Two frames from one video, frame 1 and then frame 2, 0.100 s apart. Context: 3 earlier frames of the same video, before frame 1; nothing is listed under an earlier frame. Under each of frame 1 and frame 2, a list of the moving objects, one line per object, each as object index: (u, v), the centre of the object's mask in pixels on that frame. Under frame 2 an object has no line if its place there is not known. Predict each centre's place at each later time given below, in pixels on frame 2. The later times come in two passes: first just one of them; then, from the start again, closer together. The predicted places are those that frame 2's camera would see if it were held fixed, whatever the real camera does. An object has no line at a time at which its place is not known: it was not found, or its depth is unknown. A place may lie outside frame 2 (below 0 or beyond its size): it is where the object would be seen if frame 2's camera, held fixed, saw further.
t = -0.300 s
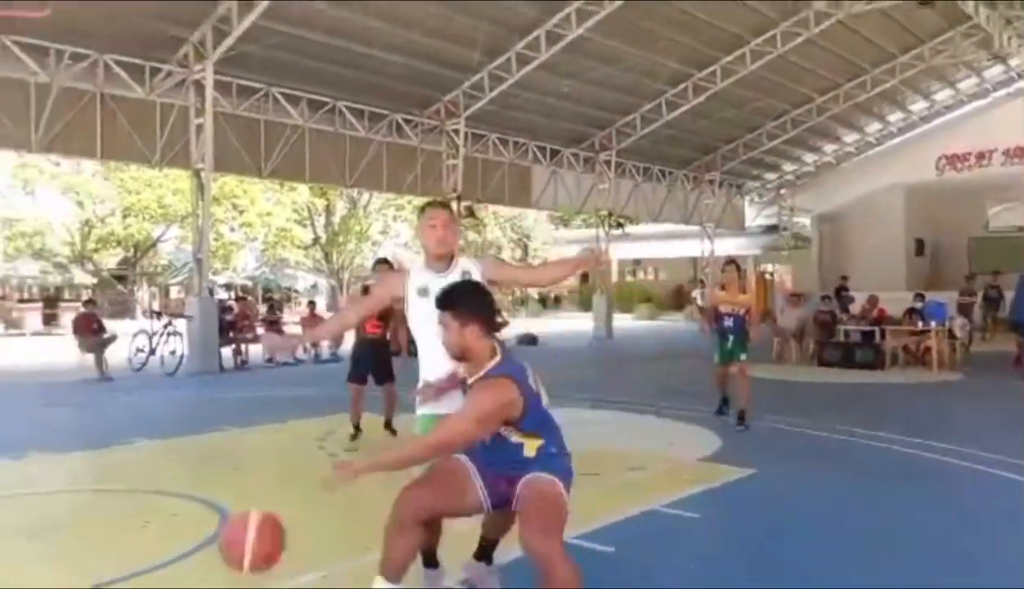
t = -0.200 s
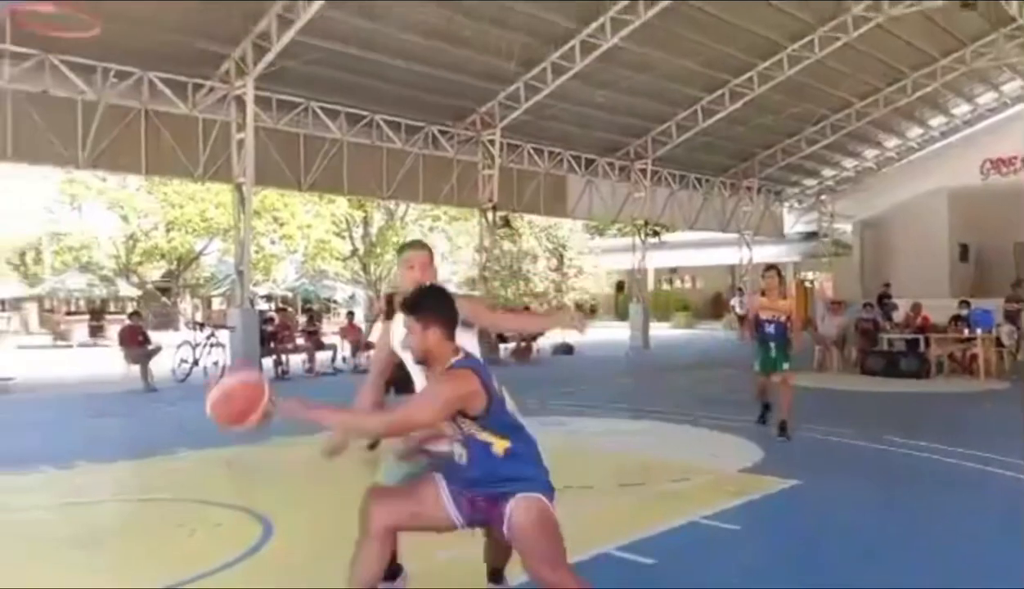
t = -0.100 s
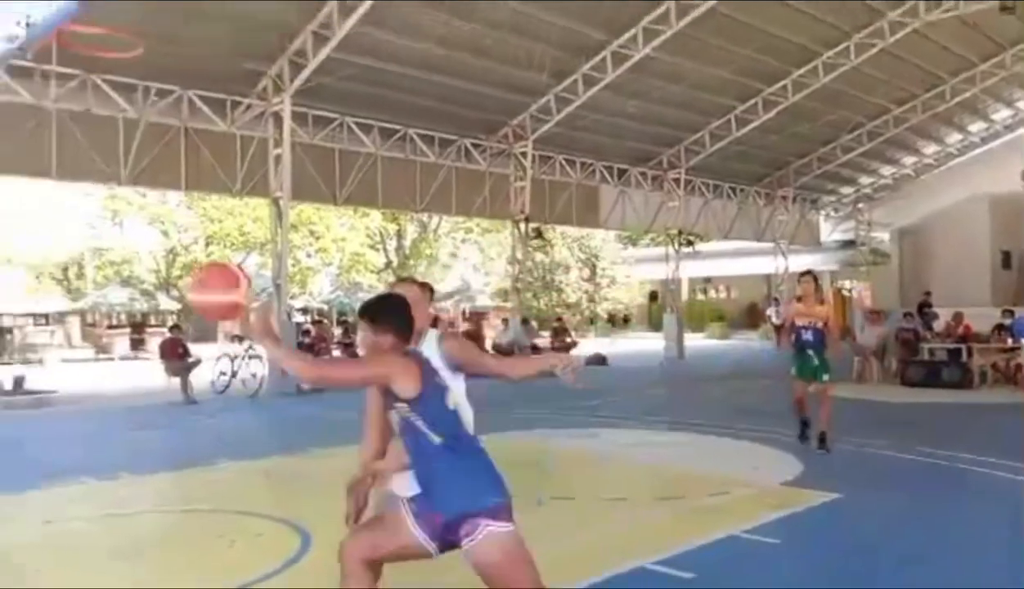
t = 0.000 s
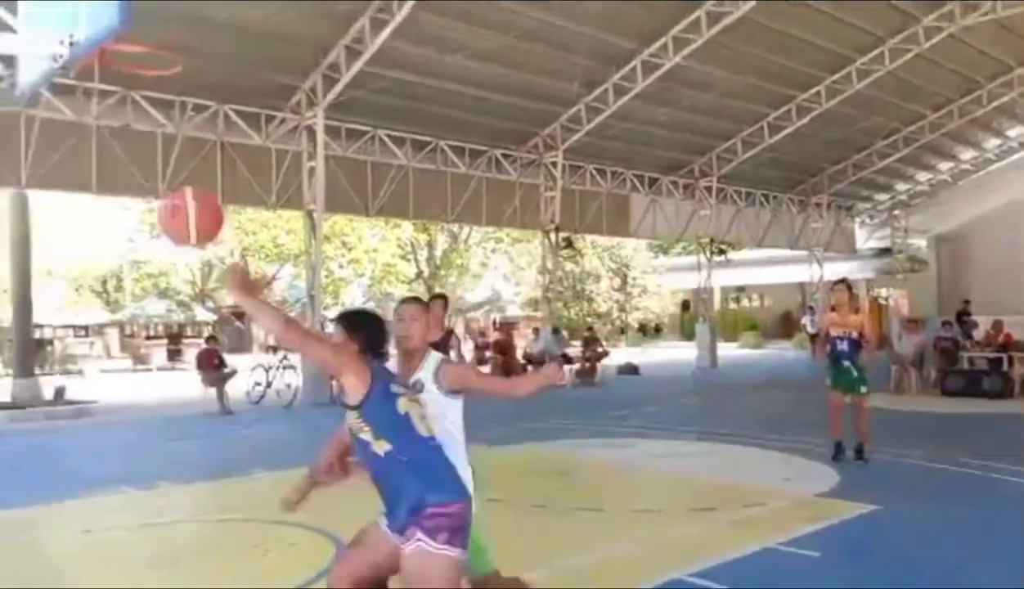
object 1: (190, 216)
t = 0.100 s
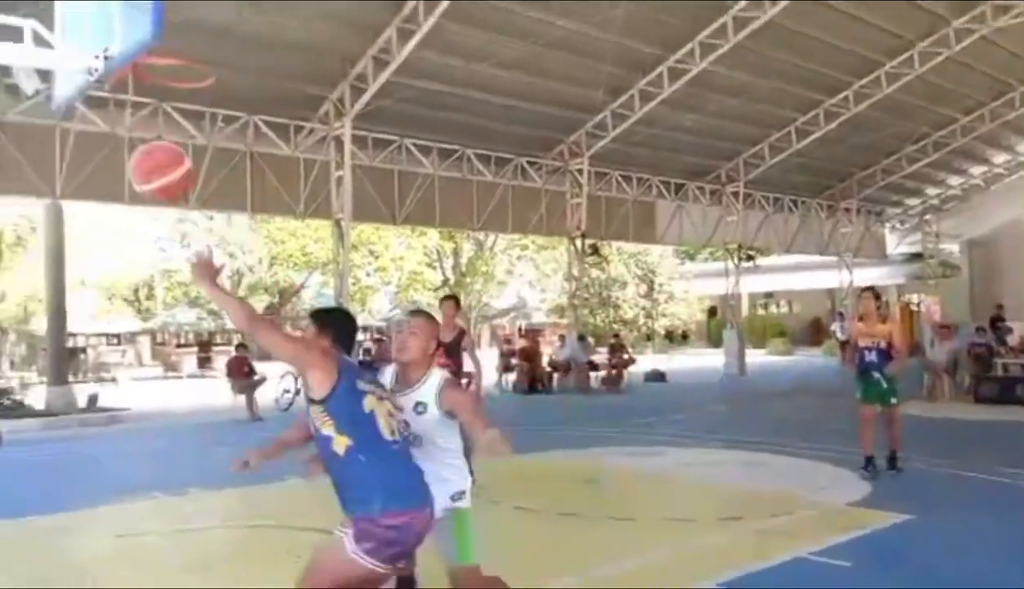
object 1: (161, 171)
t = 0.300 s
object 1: (46, 135)
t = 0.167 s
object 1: (124, 147)
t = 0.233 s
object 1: (81, 137)
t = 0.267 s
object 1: (64, 134)
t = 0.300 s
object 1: (46, 135)
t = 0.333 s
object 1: (29, 136)
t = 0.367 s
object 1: (6, 145)
